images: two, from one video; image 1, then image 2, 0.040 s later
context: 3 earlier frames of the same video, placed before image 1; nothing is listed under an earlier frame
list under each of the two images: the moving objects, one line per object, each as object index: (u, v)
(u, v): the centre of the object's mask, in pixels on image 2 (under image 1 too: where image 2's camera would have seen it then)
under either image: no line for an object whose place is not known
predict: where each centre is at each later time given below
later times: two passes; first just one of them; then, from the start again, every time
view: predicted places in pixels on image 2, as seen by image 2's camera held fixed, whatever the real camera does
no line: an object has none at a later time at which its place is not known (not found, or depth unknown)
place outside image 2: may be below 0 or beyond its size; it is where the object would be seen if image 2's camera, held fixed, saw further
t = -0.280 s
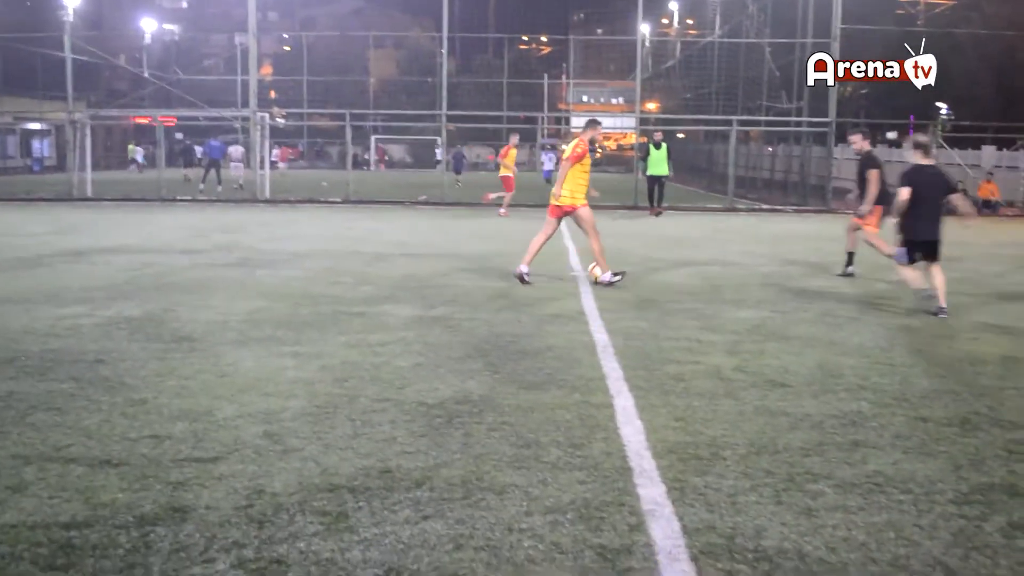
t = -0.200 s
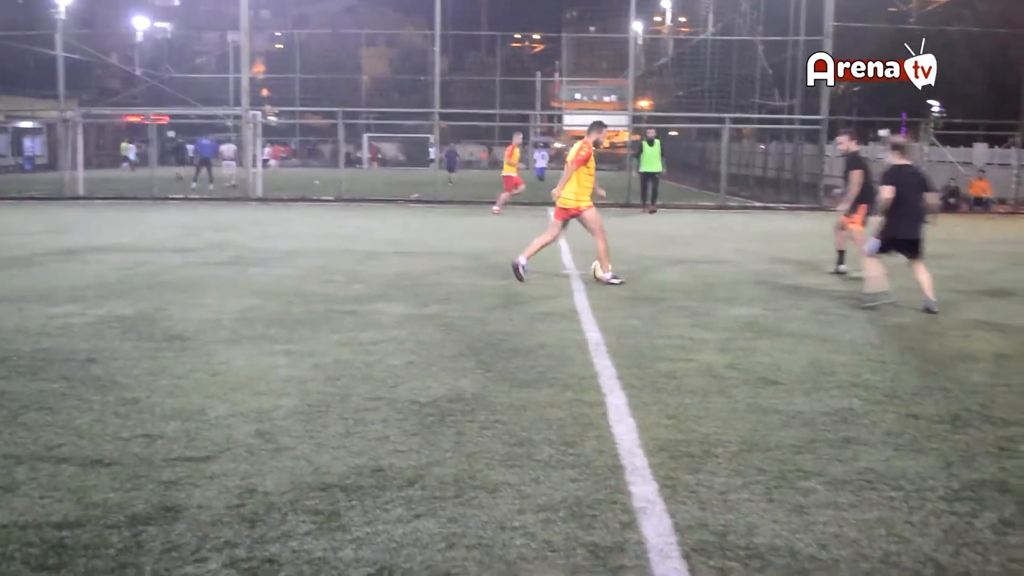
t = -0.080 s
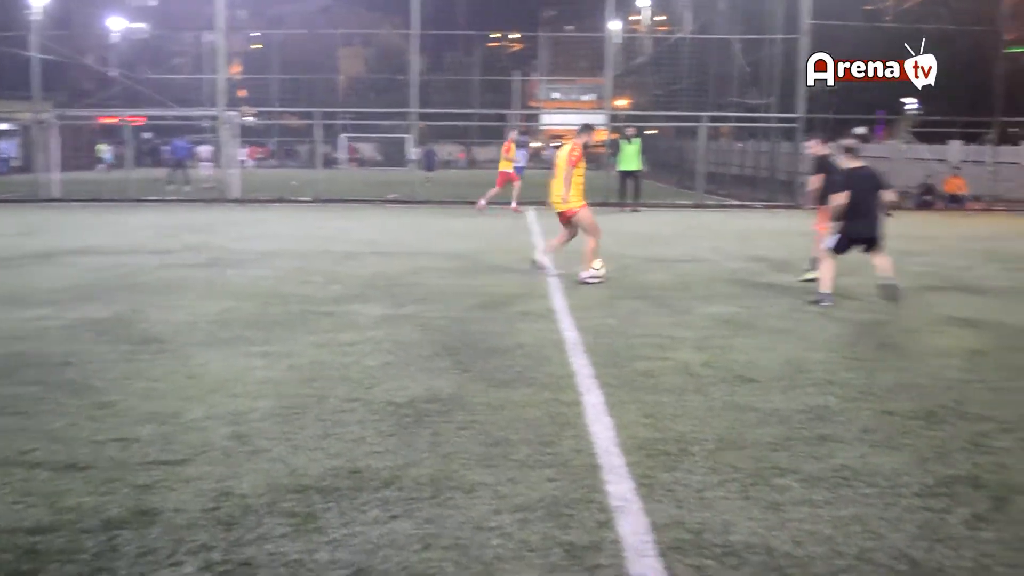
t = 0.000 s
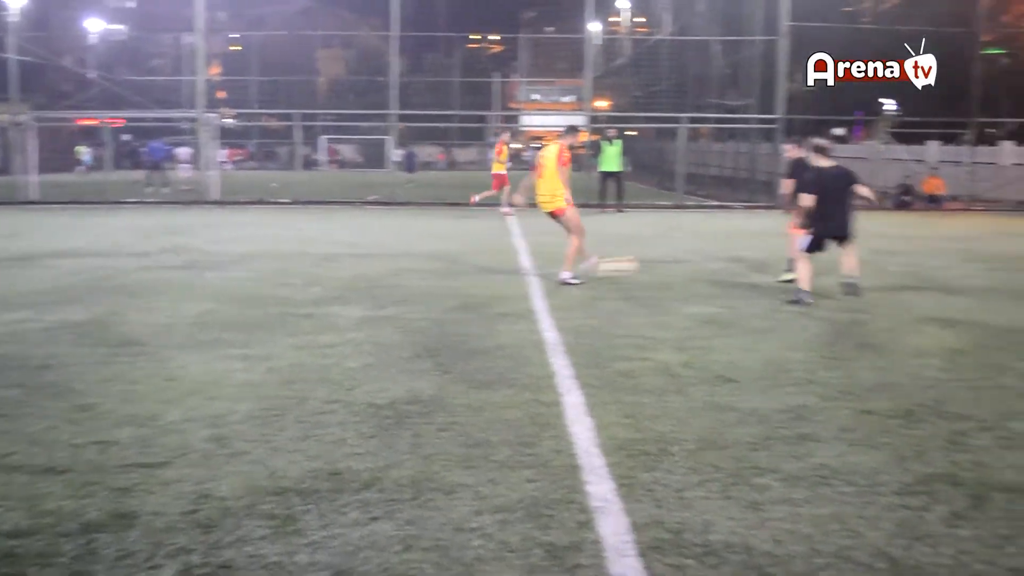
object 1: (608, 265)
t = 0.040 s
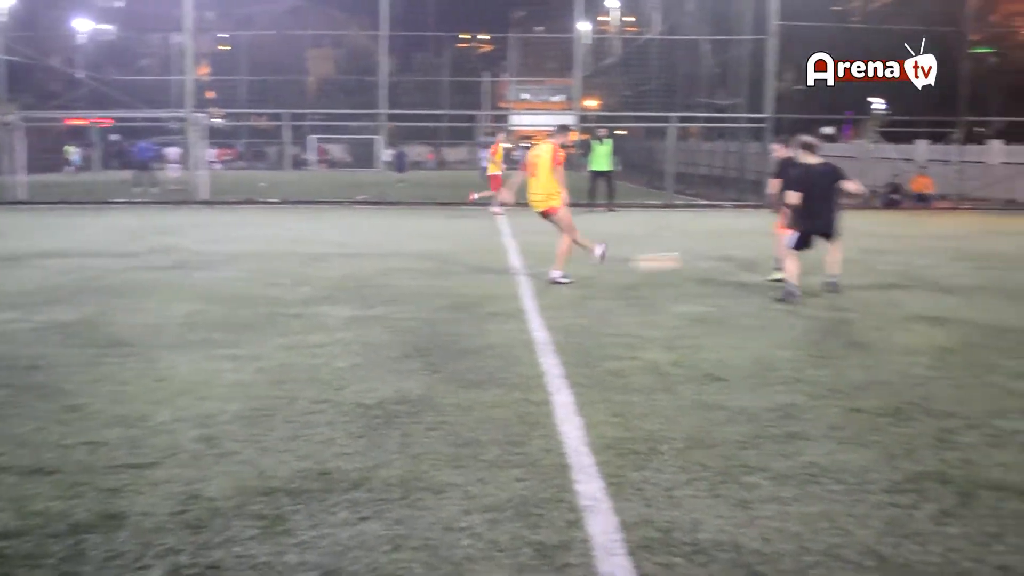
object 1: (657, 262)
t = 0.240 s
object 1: (923, 271)
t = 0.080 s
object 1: (707, 260)
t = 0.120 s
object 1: (757, 259)
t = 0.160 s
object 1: (830, 262)
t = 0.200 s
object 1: (871, 265)
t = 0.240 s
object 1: (923, 271)
